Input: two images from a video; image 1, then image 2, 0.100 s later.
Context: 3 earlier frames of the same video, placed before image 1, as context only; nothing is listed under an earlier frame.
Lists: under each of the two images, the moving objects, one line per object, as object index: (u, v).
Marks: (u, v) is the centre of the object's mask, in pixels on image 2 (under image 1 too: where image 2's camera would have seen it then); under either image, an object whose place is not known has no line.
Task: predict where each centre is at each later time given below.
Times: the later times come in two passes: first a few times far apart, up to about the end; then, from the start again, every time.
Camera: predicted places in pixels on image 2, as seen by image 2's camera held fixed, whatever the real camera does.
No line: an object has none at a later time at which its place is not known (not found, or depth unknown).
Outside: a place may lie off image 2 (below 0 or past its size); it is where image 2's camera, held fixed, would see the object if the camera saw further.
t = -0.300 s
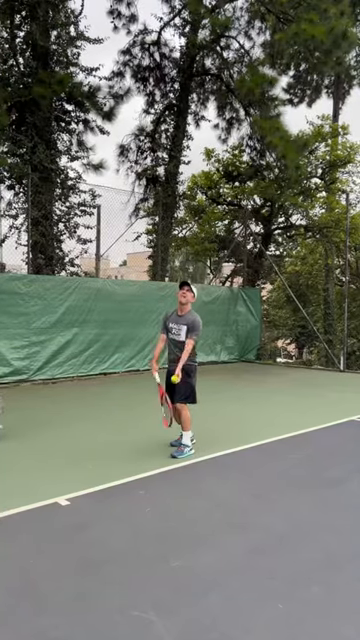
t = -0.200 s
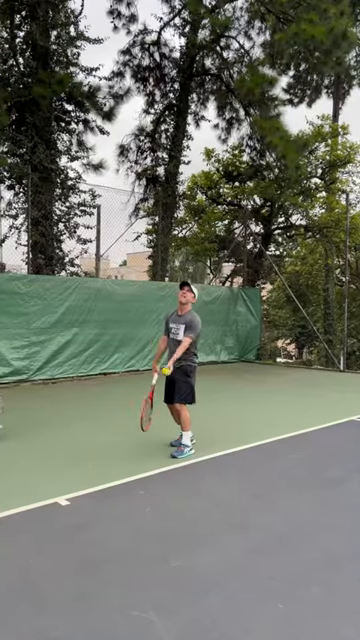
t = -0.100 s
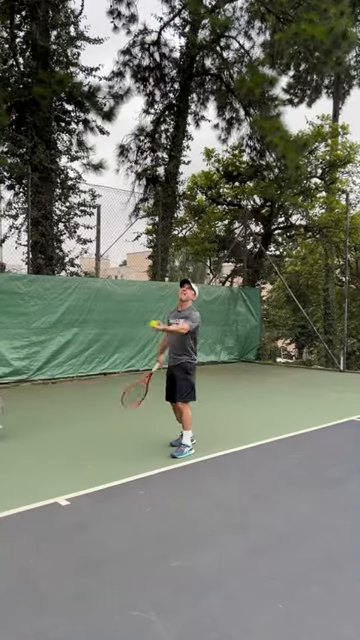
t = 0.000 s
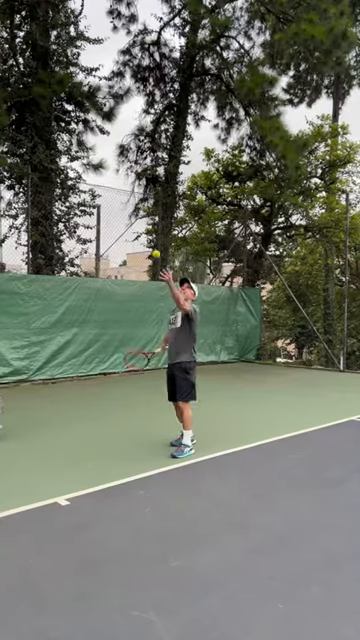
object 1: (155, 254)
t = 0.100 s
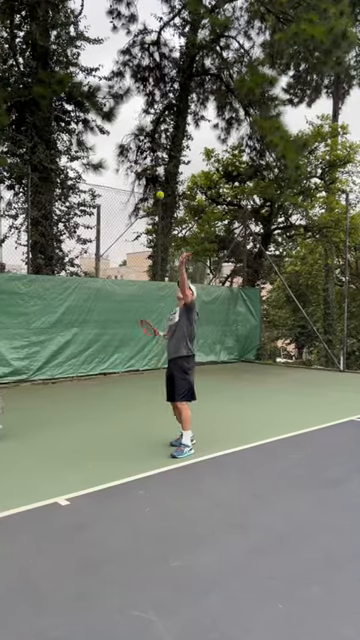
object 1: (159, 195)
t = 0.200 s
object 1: (164, 147)
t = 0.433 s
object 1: (172, 83)
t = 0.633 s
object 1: (178, 76)
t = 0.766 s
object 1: (183, 94)
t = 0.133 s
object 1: (161, 177)
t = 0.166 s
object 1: (163, 162)
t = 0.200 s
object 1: (164, 147)
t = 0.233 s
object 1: (165, 134)
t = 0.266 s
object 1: (166, 122)
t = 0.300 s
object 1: (168, 112)
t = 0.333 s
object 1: (169, 102)
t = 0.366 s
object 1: (171, 94)
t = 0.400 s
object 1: (172, 88)
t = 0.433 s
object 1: (172, 83)
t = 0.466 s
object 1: (174, 78)
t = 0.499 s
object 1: (175, 76)
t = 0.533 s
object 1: (176, 74)
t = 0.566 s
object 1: (176, 74)
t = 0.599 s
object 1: (177, 74)
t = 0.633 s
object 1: (178, 76)
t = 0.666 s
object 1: (180, 78)
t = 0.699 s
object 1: (181, 83)
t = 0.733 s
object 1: (182, 88)
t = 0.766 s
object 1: (183, 94)
